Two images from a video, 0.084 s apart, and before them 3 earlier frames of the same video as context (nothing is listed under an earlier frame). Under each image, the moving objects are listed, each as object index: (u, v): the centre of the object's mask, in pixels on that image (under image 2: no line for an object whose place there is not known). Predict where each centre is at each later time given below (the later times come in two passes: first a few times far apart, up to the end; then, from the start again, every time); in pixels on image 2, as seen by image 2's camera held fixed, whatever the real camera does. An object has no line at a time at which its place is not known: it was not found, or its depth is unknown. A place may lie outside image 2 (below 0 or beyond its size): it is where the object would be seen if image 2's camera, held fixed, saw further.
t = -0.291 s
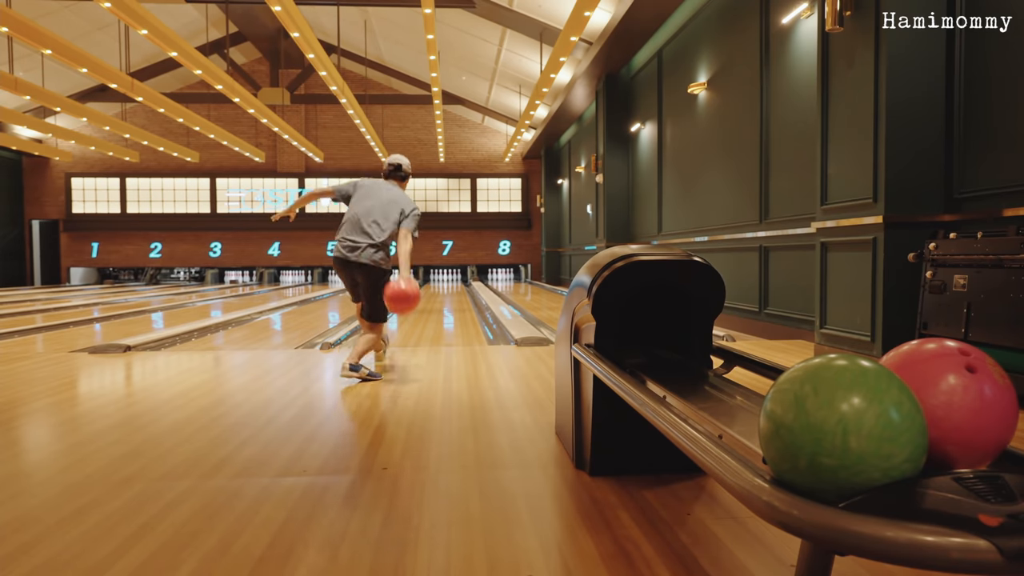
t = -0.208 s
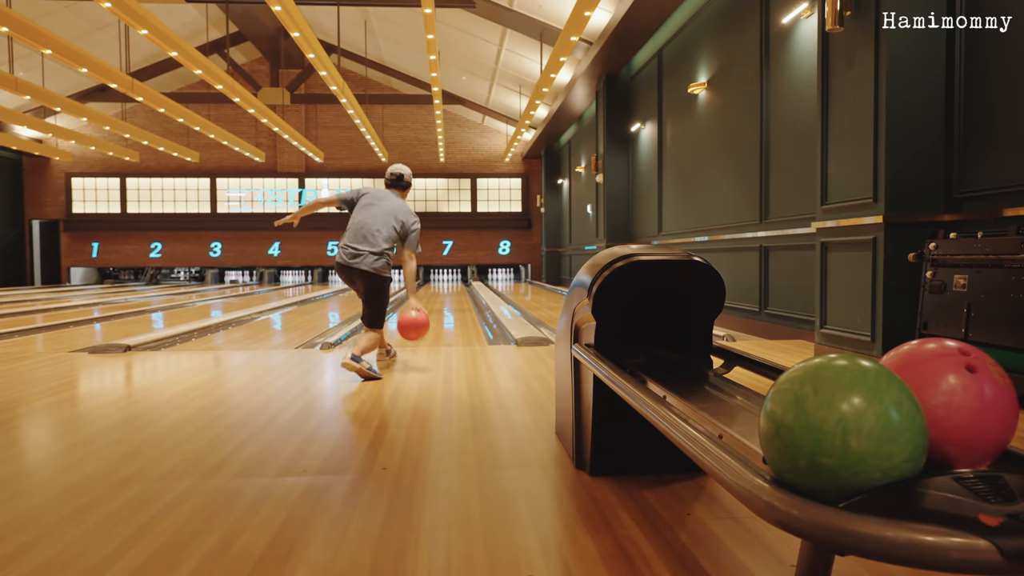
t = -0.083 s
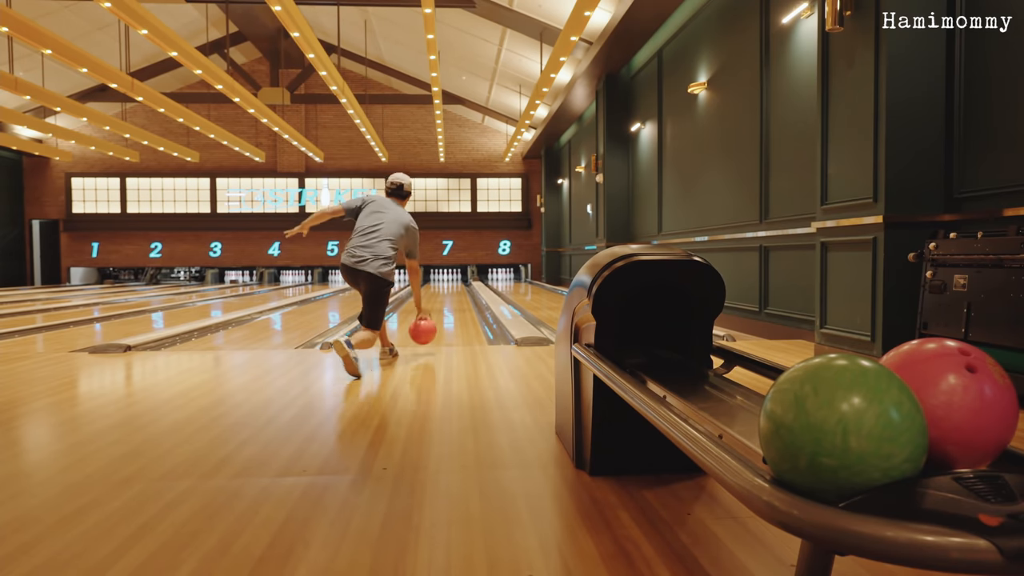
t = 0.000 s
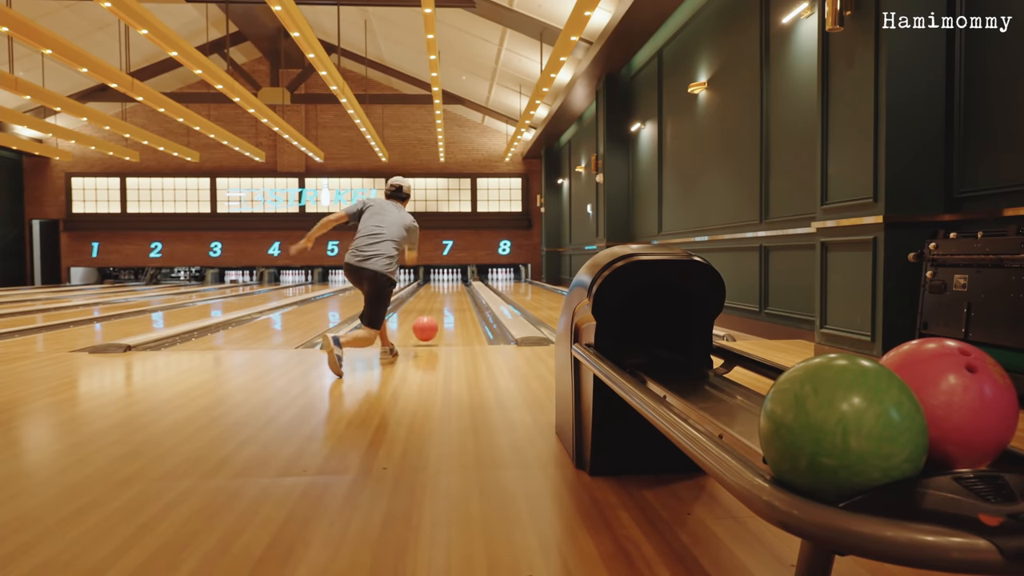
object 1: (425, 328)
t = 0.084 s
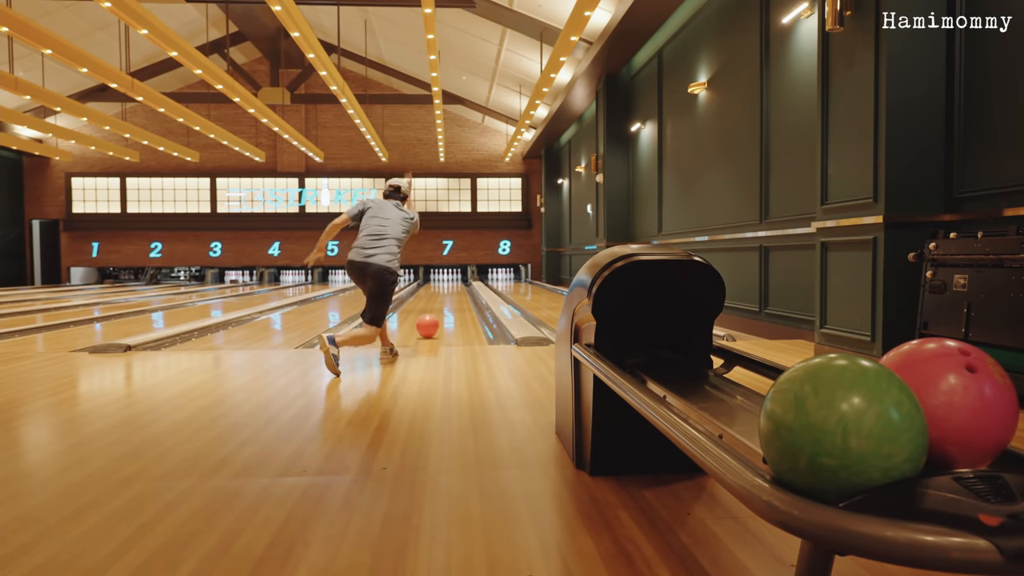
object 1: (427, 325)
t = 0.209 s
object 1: (430, 319)
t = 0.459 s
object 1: (432, 308)
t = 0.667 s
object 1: (434, 301)
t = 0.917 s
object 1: (436, 296)
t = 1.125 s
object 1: (437, 292)
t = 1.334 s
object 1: (437, 289)
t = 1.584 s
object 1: (438, 287)
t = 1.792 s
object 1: (438, 284)
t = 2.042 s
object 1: (439, 282)
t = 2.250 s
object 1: (438, 280)
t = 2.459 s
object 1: (438, 280)
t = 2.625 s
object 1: (438, 280)
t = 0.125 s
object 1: (428, 324)
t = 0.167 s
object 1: (429, 321)
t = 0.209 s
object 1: (430, 319)
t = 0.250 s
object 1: (430, 317)
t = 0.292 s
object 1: (431, 315)
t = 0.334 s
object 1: (431, 313)
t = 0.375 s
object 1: (432, 311)
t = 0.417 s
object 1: (432, 310)
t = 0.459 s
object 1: (432, 308)
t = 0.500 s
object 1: (433, 307)
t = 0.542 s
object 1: (433, 305)
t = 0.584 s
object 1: (434, 304)
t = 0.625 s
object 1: (434, 302)
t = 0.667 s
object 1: (434, 301)
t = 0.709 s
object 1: (435, 300)
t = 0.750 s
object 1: (435, 299)
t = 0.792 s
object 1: (435, 298)
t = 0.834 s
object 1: (436, 297)
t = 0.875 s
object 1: (436, 297)
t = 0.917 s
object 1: (436, 296)
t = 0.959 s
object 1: (436, 295)
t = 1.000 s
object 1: (436, 294)
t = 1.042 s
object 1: (436, 293)
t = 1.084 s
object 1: (436, 293)
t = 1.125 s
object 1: (437, 292)
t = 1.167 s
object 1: (437, 291)
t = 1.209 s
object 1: (437, 291)
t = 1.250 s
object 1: (437, 291)
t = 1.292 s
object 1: (437, 290)
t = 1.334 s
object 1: (437, 289)
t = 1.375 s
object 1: (437, 289)
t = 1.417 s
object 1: (438, 288)
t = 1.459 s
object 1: (437, 288)
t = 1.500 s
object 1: (438, 287)
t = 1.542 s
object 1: (438, 287)
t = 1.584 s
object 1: (438, 287)
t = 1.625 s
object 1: (438, 286)
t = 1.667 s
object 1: (438, 286)
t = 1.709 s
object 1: (438, 285)
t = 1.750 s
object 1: (438, 285)
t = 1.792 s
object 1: (438, 284)
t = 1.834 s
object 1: (438, 284)
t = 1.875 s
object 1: (438, 283)
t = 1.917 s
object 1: (439, 283)
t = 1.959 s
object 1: (439, 282)
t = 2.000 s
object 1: (439, 282)
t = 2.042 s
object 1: (439, 282)
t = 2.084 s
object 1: (439, 282)
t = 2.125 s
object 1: (438, 281)
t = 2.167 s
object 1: (438, 281)
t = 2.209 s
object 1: (438, 281)
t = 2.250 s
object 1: (438, 280)
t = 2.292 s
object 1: (438, 280)
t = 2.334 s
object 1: (438, 280)
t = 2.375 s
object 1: (438, 280)
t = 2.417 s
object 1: (438, 280)
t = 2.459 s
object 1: (438, 280)
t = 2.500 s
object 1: (438, 280)
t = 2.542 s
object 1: (438, 280)
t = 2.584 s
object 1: (438, 280)
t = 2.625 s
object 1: (438, 280)
